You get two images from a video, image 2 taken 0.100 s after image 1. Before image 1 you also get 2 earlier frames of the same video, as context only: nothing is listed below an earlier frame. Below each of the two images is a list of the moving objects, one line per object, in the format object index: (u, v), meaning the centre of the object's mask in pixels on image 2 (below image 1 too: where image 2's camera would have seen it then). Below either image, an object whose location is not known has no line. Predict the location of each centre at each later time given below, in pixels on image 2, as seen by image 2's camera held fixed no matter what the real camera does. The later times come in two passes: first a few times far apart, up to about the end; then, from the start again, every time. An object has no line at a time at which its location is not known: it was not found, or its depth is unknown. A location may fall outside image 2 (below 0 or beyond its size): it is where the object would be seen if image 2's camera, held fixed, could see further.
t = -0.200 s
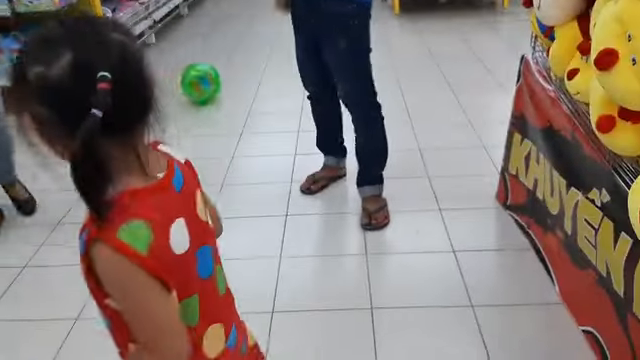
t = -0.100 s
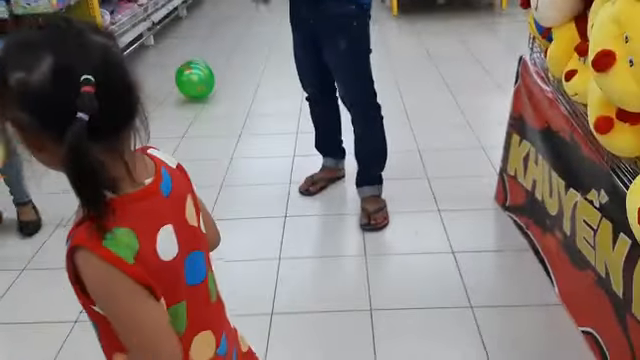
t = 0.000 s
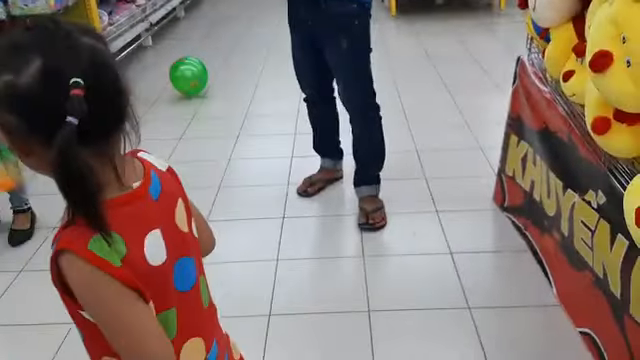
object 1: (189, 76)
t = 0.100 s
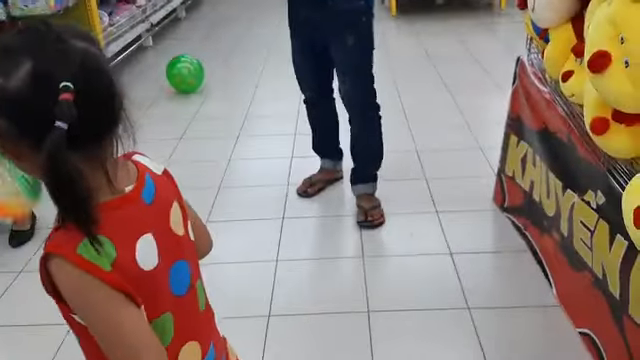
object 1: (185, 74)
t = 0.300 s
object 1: (178, 68)
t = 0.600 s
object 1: (169, 58)
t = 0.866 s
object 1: (161, 50)
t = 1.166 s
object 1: (164, 44)
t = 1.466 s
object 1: (176, 39)
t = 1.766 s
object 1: (192, 34)
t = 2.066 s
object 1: (208, 29)
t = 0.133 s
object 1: (183, 72)
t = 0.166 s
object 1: (182, 72)
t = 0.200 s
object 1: (181, 71)
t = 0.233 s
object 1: (180, 69)
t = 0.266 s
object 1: (179, 68)
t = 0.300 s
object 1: (178, 68)
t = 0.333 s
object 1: (176, 66)
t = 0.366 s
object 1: (175, 65)
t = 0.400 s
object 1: (174, 64)
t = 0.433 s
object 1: (173, 62)
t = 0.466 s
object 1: (173, 61)
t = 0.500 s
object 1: (172, 60)
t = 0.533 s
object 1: (171, 59)
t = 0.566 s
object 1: (170, 59)
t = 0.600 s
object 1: (169, 58)
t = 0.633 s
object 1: (168, 57)
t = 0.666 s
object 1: (167, 56)
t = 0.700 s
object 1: (165, 55)
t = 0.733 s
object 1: (165, 54)
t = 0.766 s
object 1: (164, 53)
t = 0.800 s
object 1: (163, 52)
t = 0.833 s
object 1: (162, 51)
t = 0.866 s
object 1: (161, 50)
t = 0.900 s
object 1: (160, 49)
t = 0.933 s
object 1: (159, 49)
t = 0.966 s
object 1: (158, 48)
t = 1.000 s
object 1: (158, 47)
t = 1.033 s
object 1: (159, 47)
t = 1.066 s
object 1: (160, 46)
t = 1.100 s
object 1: (162, 46)
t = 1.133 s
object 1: (163, 45)
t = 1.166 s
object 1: (164, 44)
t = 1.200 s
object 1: (165, 44)
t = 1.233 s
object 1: (167, 42)
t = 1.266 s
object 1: (168, 42)
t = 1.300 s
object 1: (169, 41)
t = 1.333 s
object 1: (170, 41)
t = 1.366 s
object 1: (171, 40)
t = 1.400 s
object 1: (173, 40)
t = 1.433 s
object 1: (175, 40)
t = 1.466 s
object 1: (176, 39)
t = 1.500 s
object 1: (180, 39)
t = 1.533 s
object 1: (181, 39)
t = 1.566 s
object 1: (183, 38)
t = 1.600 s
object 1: (184, 38)
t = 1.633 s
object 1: (186, 36)
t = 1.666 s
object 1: (187, 36)
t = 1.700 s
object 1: (189, 35)
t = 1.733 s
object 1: (191, 34)
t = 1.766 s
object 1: (192, 34)
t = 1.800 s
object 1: (194, 33)
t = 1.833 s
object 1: (195, 33)
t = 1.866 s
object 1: (197, 32)
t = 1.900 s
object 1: (199, 32)
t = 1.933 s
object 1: (201, 32)
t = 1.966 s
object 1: (202, 31)
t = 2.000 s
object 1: (204, 30)
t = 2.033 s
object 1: (206, 30)
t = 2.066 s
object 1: (208, 29)
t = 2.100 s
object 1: (209, 28)
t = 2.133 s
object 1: (211, 28)
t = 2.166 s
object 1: (213, 28)
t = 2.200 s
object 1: (215, 27)
